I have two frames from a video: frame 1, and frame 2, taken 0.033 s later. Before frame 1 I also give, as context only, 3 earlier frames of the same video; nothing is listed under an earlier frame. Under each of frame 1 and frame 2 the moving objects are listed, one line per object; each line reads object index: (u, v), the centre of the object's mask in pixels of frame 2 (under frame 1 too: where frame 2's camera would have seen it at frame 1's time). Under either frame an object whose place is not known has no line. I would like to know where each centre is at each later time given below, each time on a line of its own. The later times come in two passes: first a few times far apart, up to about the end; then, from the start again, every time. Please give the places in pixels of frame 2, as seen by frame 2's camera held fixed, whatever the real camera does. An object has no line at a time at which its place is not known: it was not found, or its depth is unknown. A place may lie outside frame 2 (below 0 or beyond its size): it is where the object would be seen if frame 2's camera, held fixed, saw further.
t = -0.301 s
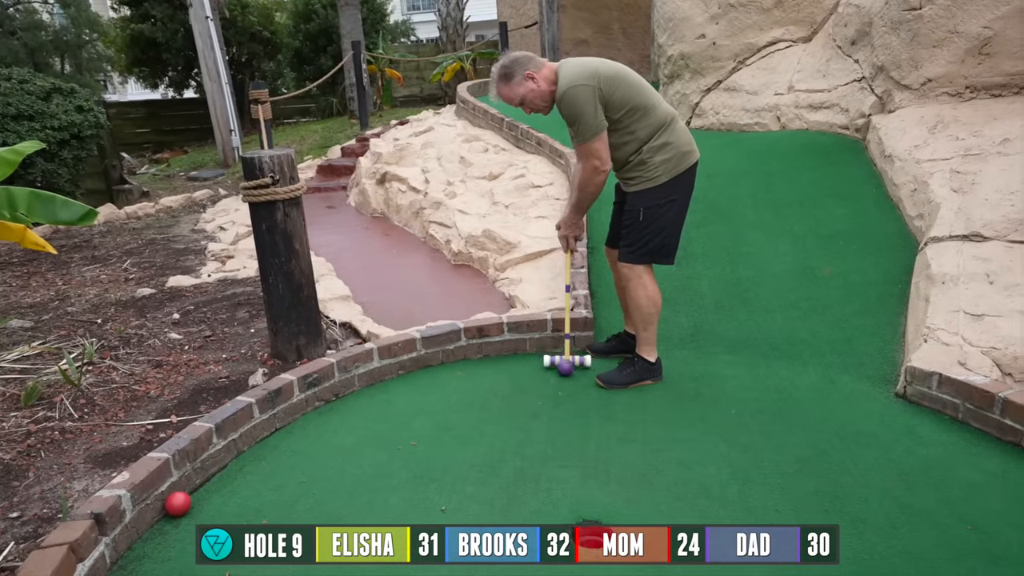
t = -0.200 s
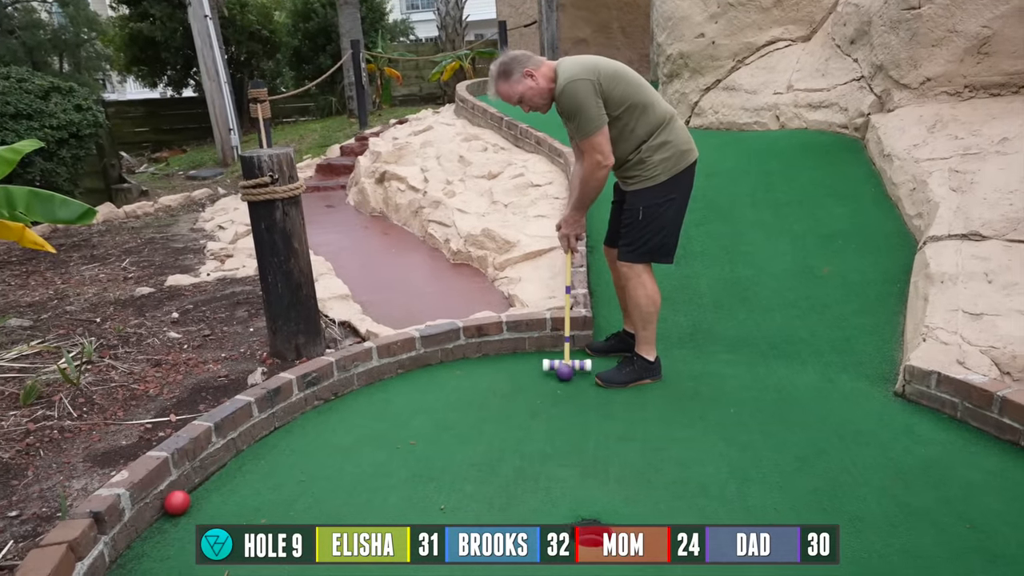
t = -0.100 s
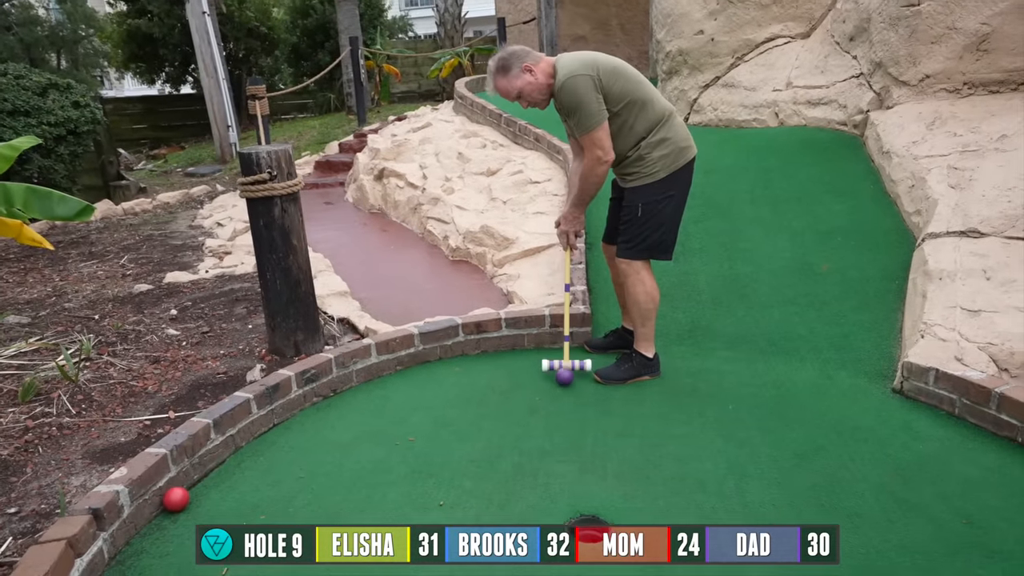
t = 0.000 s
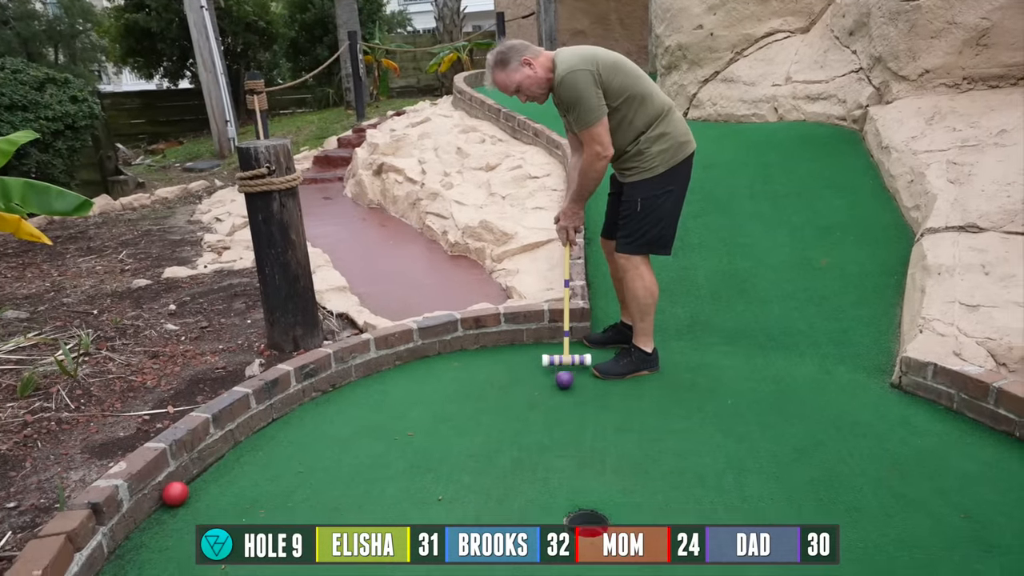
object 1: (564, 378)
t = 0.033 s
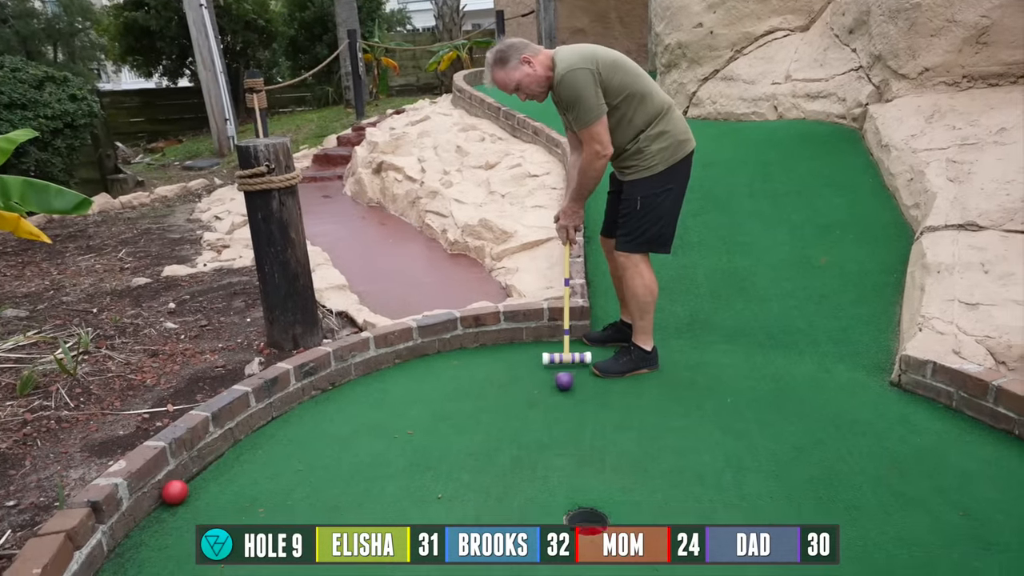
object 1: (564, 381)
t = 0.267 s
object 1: (567, 403)
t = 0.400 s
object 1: (570, 417)
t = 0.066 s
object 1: (565, 384)
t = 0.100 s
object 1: (565, 387)
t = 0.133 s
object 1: (566, 391)
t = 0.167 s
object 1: (566, 394)
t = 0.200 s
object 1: (566, 397)
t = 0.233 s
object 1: (567, 400)
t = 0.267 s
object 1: (567, 403)
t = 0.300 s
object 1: (568, 406)
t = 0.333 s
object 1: (569, 410)
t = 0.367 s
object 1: (569, 413)
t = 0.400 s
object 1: (570, 417)
